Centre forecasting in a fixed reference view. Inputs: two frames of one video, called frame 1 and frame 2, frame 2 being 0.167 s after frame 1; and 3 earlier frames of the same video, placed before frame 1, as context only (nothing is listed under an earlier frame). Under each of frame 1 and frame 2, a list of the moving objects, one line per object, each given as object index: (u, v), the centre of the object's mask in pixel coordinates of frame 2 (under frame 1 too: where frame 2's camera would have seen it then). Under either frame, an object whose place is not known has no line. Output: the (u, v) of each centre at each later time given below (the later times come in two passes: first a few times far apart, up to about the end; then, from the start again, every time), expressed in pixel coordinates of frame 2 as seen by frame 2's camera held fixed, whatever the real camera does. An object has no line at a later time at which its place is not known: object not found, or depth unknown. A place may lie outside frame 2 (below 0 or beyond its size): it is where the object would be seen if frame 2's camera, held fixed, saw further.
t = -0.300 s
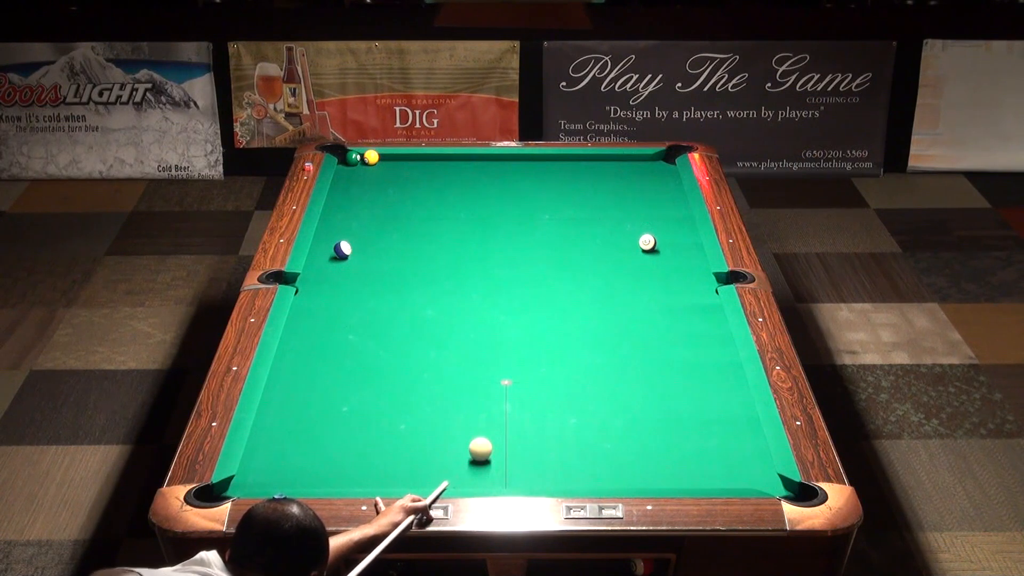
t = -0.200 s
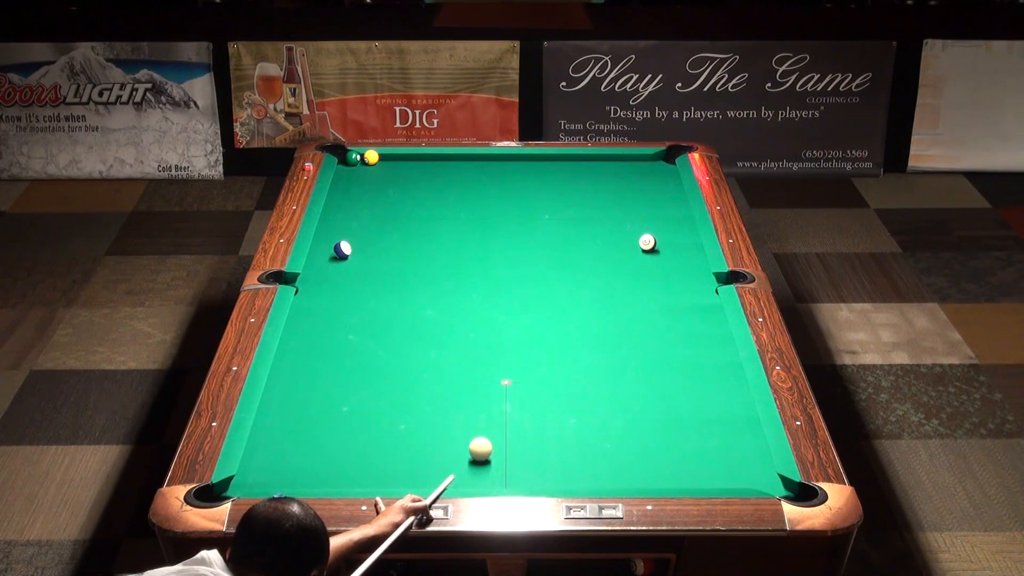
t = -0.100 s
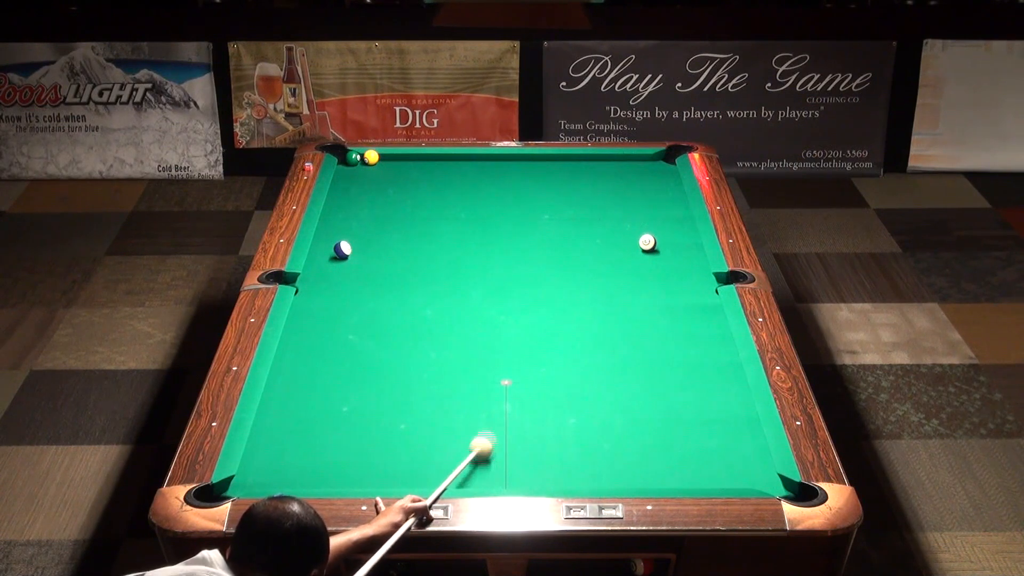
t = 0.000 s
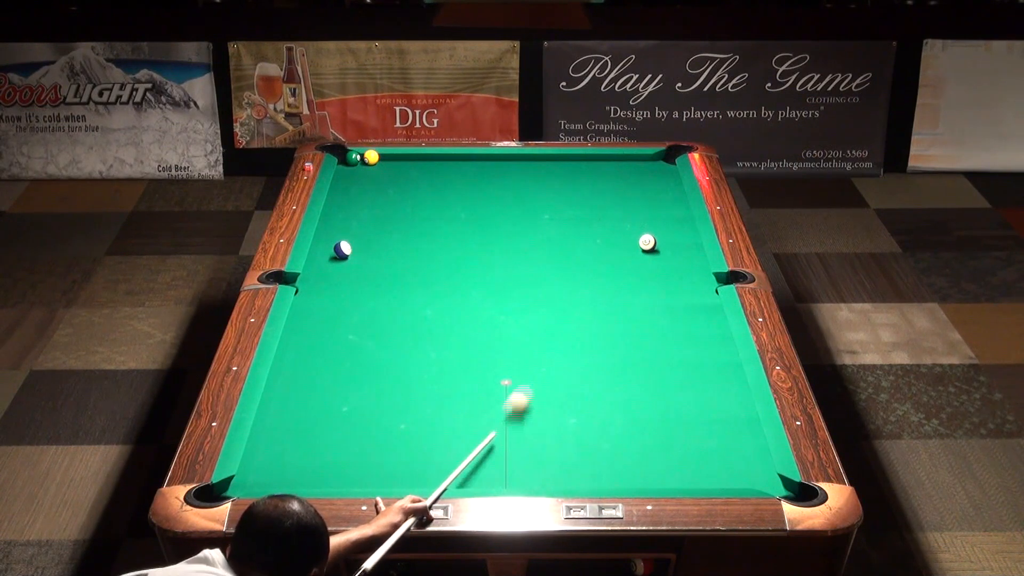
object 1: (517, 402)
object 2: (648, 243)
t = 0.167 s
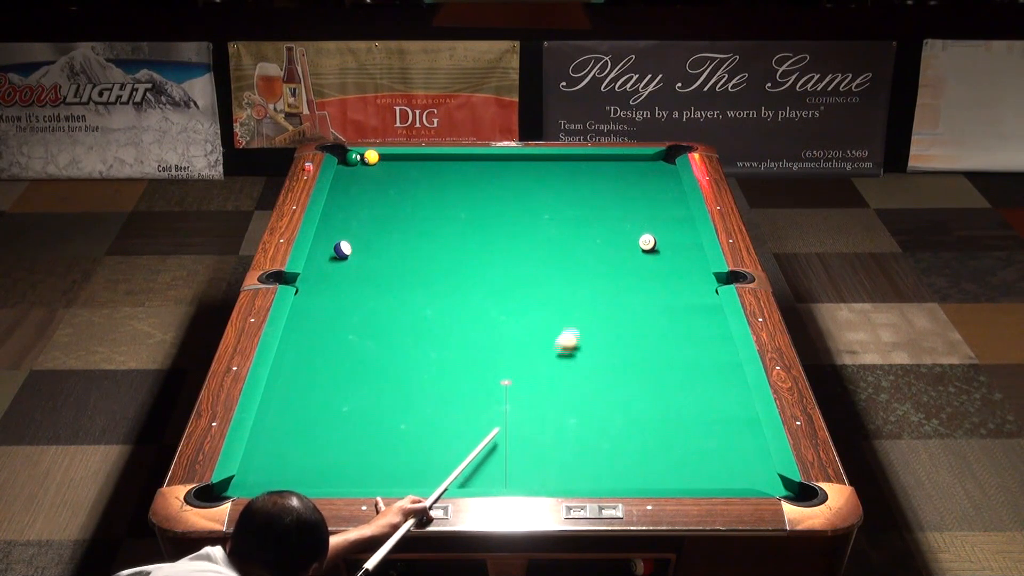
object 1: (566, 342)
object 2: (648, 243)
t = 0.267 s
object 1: (591, 312)
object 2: (648, 243)
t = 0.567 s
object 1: (644, 248)
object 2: (656, 231)
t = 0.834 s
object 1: (657, 238)
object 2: (670, 191)
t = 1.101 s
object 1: (671, 224)
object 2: (644, 165)
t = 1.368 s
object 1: (683, 213)
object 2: (626, 167)
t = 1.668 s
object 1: (672, 203)
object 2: (607, 182)
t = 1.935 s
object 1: (662, 195)
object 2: (590, 196)
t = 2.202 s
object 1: (654, 187)
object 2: (573, 210)
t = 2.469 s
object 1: (647, 181)
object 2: (557, 223)
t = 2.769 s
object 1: (639, 174)
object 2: (537, 238)
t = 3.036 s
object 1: (633, 169)
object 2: (520, 254)
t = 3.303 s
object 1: (627, 164)
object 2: (502, 267)
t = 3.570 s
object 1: (622, 160)
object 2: (485, 282)
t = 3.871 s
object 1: (618, 158)
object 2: (466, 298)
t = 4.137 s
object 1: (617, 160)
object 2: (448, 313)
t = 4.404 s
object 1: (616, 161)
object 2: (431, 327)
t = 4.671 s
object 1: (615, 162)
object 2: (414, 340)
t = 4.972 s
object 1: (615, 162)
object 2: (395, 356)
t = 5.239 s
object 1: (615, 162)
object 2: (379, 370)
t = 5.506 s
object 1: (615, 162)
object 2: (362, 383)
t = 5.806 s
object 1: (615, 162)
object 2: (345, 399)
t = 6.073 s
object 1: (615, 162)
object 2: (330, 411)
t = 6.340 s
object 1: (615, 162)
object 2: (316, 423)
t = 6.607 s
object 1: (615, 162)
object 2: (301, 436)
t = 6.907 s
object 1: (615, 162)
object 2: (286, 449)
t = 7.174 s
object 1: (615, 162)
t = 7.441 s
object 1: (615, 162)
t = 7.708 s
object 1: (615, 162)
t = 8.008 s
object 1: (615, 162)
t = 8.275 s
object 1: (615, 162)
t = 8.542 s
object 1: (615, 162)
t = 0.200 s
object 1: (575, 332)
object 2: (648, 243)
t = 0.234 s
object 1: (583, 322)
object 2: (648, 243)
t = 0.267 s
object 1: (591, 312)
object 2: (648, 243)
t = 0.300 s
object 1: (599, 302)
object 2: (648, 243)
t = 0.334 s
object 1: (606, 294)
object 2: (648, 243)
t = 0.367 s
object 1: (613, 285)
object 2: (648, 243)
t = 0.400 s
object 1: (621, 275)
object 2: (648, 243)
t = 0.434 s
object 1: (627, 267)
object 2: (647, 243)
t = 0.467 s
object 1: (634, 260)
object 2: (648, 243)
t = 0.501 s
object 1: (640, 252)
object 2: (649, 241)
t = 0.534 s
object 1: (644, 249)
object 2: (652, 236)
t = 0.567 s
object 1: (644, 248)
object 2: (656, 231)
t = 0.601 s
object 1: (645, 248)
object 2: (661, 224)
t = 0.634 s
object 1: (646, 247)
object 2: (665, 218)
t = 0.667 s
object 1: (648, 246)
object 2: (670, 212)
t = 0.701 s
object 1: (650, 245)
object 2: (674, 207)
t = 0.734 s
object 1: (651, 243)
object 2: (677, 203)
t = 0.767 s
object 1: (653, 242)
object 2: (679, 198)
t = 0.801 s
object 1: (655, 240)
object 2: (674, 195)
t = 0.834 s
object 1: (657, 238)
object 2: (670, 191)
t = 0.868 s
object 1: (659, 236)
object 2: (667, 188)
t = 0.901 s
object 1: (661, 235)
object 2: (664, 184)
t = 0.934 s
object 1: (662, 233)
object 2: (660, 181)
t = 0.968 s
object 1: (664, 231)
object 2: (656, 178)
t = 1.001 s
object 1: (666, 229)
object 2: (653, 174)
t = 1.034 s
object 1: (668, 228)
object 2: (651, 171)
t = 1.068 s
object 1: (670, 226)
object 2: (647, 168)
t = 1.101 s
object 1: (671, 224)
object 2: (644, 165)
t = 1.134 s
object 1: (673, 223)
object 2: (640, 162)
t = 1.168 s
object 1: (675, 221)
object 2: (639, 159)
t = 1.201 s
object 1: (676, 220)
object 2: (636, 157)
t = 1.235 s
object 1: (678, 218)
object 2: (633, 159)
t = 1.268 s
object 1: (680, 217)
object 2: (631, 162)
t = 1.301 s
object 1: (681, 215)
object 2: (629, 164)
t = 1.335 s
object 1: (683, 214)
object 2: (628, 165)
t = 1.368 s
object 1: (683, 213)
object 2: (626, 167)
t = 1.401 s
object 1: (682, 212)
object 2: (623, 169)
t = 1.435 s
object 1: (680, 210)
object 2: (621, 170)
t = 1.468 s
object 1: (679, 209)
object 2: (619, 171)
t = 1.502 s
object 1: (678, 208)
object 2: (617, 173)
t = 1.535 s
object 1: (677, 207)
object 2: (615, 175)
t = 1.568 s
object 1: (675, 206)
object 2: (613, 177)
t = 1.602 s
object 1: (674, 205)
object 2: (611, 178)
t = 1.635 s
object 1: (673, 204)
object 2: (609, 181)
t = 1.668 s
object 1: (672, 203)
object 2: (607, 182)
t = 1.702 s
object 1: (670, 202)
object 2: (605, 183)
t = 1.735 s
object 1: (669, 201)
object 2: (602, 185)
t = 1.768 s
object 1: (668, 200)
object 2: (600, 187)
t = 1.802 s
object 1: (667, 199)
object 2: (598, 189)
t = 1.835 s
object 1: (666, 197)
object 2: (597, 190)
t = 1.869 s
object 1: (665, 196)
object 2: (595, 192)
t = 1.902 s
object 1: (664, 195)
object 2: (593, 194)
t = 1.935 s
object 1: (662, 195)
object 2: (590, 196)
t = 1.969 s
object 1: (661, 194)
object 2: (588, 197)
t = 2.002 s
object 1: (660, 193)
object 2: (586, 198)
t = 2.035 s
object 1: (659, 192)
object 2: (583, 201)
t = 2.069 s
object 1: (658, 191)
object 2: (582, 203)
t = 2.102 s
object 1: (657, 190)
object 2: (580, 204)
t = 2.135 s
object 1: (656, 189)
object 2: (578, 206)
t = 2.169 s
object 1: (655, 188)
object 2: (576, 208)
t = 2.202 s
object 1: (654, 187)
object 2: (573, 210)
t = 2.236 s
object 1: (653, 186)
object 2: (571, 211)
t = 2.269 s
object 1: (652, 186)
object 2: (569, 213)
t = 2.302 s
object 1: (651, 185)
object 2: (567, 214)
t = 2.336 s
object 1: (650, 184)
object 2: (564, 216)
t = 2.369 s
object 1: (649, 183)
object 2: (563, 219)
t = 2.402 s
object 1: (649, 182)
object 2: (561, 220)
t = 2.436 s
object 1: (648, 181)
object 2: (559, 221)
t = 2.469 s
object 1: (647, 181)
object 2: (557, 223)
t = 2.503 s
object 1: (646, 180)
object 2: (554, 226)
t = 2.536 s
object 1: (645, 179)
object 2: (552, 227)
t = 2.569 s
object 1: (644, 178)
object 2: (550, 228)
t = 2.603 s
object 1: (643, 178)
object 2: (548, 230)
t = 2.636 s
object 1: (642, 177)
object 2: (545, 232)
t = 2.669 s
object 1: (642, 176)
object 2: (543, 234)
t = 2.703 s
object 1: (641, 175)
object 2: (541, 235)
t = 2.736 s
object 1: (640, 175)
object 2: (539, 237)
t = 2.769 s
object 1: (639, 174)
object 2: (537, 238)
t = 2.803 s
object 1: (638, 173)
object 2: (535, 241)
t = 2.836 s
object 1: (637, 173)
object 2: (533, 243)
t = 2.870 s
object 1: (636, 172)
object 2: (530, 245)
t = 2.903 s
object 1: (636, 171)
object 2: (529, 246)
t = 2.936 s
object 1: (635, 171)
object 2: (526, 248)
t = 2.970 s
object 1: (634, 170)
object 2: (524, 250)
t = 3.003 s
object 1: (633, 169)
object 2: (522, 252)
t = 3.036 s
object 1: (633, 169)
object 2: (520, 254)
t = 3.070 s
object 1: (632, 168)
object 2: (518, 255)
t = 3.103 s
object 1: (631, 168)
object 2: (516, 256)
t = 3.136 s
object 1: (630, 167)
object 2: (513, 259)
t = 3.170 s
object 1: (630, 167)
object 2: (511, 261)
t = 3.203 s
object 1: (629, 166)
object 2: (509, 263)
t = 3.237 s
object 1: (628, 165)
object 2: (507, 264)
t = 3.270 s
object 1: (628, 165)
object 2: (504, 266)
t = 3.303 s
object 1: (627, 164)
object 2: (502, 267)
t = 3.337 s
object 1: (626, 164)
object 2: (500, 270)
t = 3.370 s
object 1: (626, 163)
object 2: (498, 271)
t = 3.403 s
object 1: (625, 163)
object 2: (496, 273)
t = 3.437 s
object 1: (625, 162)
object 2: (494, 274)
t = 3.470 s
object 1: (624, 162)
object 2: (492, 276)
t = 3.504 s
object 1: (623, 161)
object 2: (489, 279)
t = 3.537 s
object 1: (623, 161)
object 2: (487, 281)
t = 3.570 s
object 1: (622, 160)
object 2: (485, 282)
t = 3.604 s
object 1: (621, 160)
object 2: (483, 284)
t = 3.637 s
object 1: (621, 159)
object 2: (481, 285)
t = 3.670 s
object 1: (620, 159)
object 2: (478, 287)
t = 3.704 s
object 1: (620, 158)
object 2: (476, 289)
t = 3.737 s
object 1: (619, 158)
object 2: (474, 291)
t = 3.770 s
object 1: (619, 158)
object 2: (472, 293)
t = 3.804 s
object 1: (619, 158)
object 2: (470, 294)
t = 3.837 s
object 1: (619, 158)
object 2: (468, 296)
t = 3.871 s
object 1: (618, 158)
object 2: (466, 298)
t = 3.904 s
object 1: (618, 159)
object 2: (463, 301)
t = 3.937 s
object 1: (618, 159)
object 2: (461, 302)
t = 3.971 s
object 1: (618, 159)
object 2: (459, 303)
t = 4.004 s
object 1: (617, 159)
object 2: (457, 305)
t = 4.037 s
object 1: (617, 159)
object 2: (455, 307)
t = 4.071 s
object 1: (617, 160)
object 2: (453, 308)
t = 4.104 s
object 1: (617, 160)
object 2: (450, 311)
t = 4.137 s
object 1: (617, 160)
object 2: (448, 313)
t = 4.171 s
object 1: (617, 160)
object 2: (446, 314)
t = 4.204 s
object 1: (617, 160)
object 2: (444, 316)
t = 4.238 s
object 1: (617, 160)
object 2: (442, 317)
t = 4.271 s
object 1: (616, 161)
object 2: (440, 319)
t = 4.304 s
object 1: (616, 161)
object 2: (438, 322)
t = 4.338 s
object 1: (616, 161)
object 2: (435, 323)
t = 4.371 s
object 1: (616, 161)
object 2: (433, 325)
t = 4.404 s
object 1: (616, 161)
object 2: (431, 327)
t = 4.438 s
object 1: (616, 161)
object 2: (429, 328)
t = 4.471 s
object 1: (616, 161)
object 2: (427, 330)
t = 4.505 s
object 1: (615, 162)
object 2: (425, 332)
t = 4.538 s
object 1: (615, 162)
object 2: (422, 334)
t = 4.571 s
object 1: (615, 162)
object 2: (420, 336)
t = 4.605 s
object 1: (615, 162)
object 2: (418, 337)
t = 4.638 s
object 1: (615, 162)
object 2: (416, 339)
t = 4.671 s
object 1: (615, 162)
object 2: (414, 340)
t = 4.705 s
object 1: (615, 162)
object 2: (412, 342)
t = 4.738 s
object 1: (615, 162)
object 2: (410, 344)
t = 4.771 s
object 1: (615, 162)
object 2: (407, 346)
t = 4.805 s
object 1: (615, 162)
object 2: (405, 348)
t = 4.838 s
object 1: (615, 162)
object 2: (403, 350)
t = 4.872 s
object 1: (615, 162)
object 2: (401, 351)
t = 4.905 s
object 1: (615, 162)
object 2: (399, 353)
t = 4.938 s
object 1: (615, 162)
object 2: (397, 354)
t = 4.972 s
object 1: (615, 162)
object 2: (395, 356)
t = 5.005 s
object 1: (615, 162)
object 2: (393, 358)
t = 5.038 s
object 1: (615, 162)
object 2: (391, 360)
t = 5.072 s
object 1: (615, 162)
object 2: (389, 361)
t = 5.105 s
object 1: (615, 162)
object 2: (387, 363)
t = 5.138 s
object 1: (615, 162)
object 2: (385, 364)
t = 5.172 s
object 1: (615, 162)
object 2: (383, 366)
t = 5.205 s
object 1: (615, 162)
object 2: (381, 368)
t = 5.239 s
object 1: (615, 162)
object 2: (379, 370)
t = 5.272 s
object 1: (615, 162)
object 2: (376, 372)
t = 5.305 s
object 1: (615, 162)
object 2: (374, 374)
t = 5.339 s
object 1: (615, 162)
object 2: (373, 375)
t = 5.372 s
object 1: (615, 162)
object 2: (371, 377)
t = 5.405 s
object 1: (615, 162)
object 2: (369, 378)
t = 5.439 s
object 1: (615, 162)
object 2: (367, 380)
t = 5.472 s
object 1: (615, 162)
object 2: (365, 381)
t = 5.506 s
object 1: (615, 162)
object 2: (362, 383)
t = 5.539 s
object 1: (615, 162)
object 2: (360, 385)
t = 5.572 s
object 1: (615, 162)
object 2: (359, 387)
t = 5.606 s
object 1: (615, 162)
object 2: (357, 389)
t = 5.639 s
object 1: (615, 162)
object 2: (355, 390)
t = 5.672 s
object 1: (615, 162)
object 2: (353, 391)
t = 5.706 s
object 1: (615, 162)
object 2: (351, 393)
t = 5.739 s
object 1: (615, 162)
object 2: (349, 395)
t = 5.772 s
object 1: (615, 162)
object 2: (347, 396)
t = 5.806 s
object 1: (615, 162)
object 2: (345, 399)
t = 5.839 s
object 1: (615, 162)
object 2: (343, 401)
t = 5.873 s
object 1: (615, 162)
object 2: (341, 402)
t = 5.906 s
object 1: (615, 162)
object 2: (340, 404)
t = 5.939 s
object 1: (615, 162)
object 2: (338, 405)
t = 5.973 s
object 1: (615, 162)
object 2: (336, 407)
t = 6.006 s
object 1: (615, 162)
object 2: (334, 408)
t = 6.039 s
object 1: (615, 162)
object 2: (332, 409)
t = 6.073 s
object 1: (615, 162)
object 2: (330, 411)
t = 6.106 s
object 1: (615, 162)
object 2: (328, 413)
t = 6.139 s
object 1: (615, 162)
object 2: (326, 415)
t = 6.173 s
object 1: (615, 162)
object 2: (325, 417)
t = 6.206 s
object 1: (615, 162)
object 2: (323, 418)
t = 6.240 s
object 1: (615, 162)
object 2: (321, 419)
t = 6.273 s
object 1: (615, 162)
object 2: (319, 421)
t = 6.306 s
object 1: (615, 162)
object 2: (317, 422)
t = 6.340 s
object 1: (615, 162)
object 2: (316, 423)
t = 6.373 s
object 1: (615, 162)
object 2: (314, 425)
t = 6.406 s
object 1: (615, 162)
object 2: (312, 426)
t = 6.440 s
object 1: (615, 162)
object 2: (310, 429)
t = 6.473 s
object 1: (615, 162)
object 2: (308, 430)
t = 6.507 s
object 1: (615, 162)
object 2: (306, 432)
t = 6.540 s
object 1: (615, 162)
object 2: (305, 433)
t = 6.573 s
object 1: (615, 162)
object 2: (303, 434)
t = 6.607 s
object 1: (615, 162)
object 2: (301, 436)
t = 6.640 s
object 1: (615, 162)
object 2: (300, 437)
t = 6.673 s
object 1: (615, 162)
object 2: (298, 439)
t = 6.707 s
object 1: (615, 162)
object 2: (296, 440)
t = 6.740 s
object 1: (615, 162)
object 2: (294, 441)
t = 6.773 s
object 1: (615, 162)
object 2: (293, 443)
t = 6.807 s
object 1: (615, 162)
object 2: (291, 444)
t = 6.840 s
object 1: (615, 162)
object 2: (289, 446)
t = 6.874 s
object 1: (615, 162)
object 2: (288, 448)
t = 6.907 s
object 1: (615, 162)
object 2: (286, 449)
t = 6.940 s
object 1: (615, 162)
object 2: (285, 450)
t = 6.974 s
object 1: (615, 162)
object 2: (283, 451)
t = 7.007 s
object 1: (615, 162)
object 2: (281, 453)
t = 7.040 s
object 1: (615, 162)
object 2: (280, 454)
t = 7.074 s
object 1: (615, 162)
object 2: (278, 455)
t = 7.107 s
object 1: (615, 162)
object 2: (277, 457)
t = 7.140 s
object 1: (615, 162)
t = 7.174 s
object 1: (615, 162)
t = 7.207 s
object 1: (615, 162)
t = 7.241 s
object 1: (615, 162)
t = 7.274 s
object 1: (615, 162)
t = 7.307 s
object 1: (615, 162)
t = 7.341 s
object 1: (615, 162)
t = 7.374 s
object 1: (615, 162)
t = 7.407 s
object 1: (615, 162)
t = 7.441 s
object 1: (615, 162)
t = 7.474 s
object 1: (615, 162)
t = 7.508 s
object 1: (615, 162)
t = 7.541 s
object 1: (615, 162)
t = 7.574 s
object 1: (615, 162)
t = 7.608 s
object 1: (615, 162)
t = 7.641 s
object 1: (615, 162)
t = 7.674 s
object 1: (615, 162)
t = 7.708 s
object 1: (615, 162)
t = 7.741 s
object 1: (615, 162)
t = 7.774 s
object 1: (615, 162)
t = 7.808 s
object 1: (615, 162)
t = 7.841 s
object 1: (615, 162)
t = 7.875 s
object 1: (615, 162)
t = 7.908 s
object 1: (615, 162)
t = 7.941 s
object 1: (615, 162)
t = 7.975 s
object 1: (615, 162)
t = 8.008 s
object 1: (615, 162)
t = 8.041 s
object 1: (615, 162)
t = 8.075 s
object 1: (615, 162)
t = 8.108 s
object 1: (615, 162)
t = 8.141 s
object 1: (615, 162)
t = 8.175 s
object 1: (615, 162)
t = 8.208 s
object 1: (615, 162)
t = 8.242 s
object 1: (615, 162)
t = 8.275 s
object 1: (615, 162)
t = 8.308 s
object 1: (615, 162)
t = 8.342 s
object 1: (615, 162)
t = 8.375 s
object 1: (615, 162)
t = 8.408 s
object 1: (615, 162)
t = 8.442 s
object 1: (615, 162)
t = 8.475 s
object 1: (615, 162)
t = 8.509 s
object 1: (615, 162)
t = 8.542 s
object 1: (615, 162)
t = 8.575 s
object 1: (615, 162)
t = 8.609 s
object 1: (615, 162)
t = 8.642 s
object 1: (615, 162)
